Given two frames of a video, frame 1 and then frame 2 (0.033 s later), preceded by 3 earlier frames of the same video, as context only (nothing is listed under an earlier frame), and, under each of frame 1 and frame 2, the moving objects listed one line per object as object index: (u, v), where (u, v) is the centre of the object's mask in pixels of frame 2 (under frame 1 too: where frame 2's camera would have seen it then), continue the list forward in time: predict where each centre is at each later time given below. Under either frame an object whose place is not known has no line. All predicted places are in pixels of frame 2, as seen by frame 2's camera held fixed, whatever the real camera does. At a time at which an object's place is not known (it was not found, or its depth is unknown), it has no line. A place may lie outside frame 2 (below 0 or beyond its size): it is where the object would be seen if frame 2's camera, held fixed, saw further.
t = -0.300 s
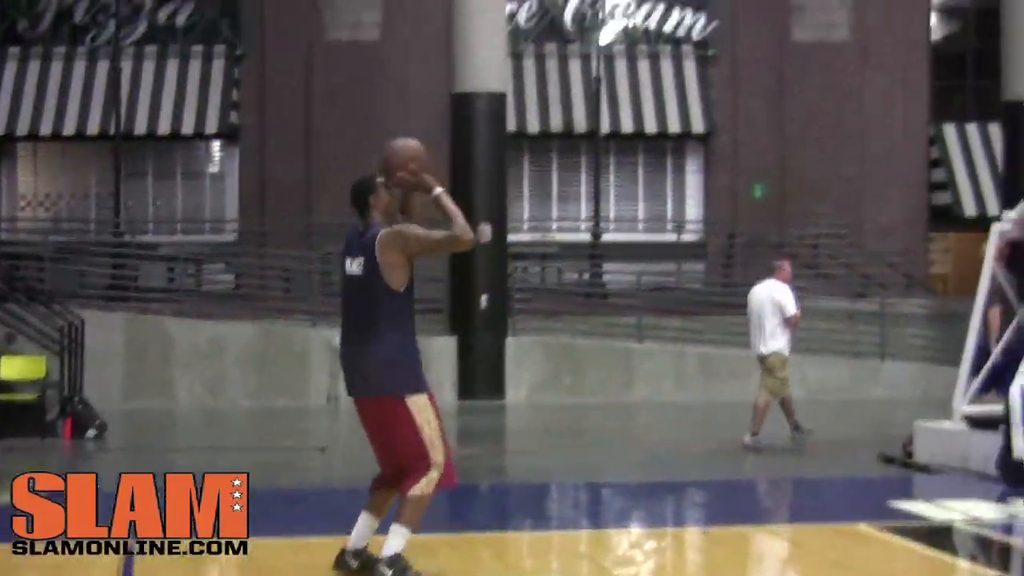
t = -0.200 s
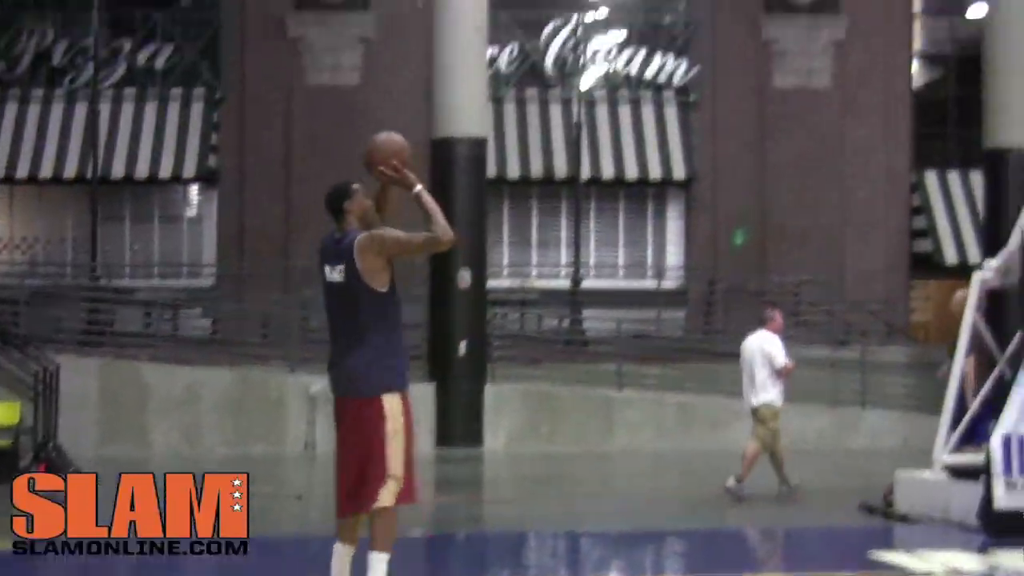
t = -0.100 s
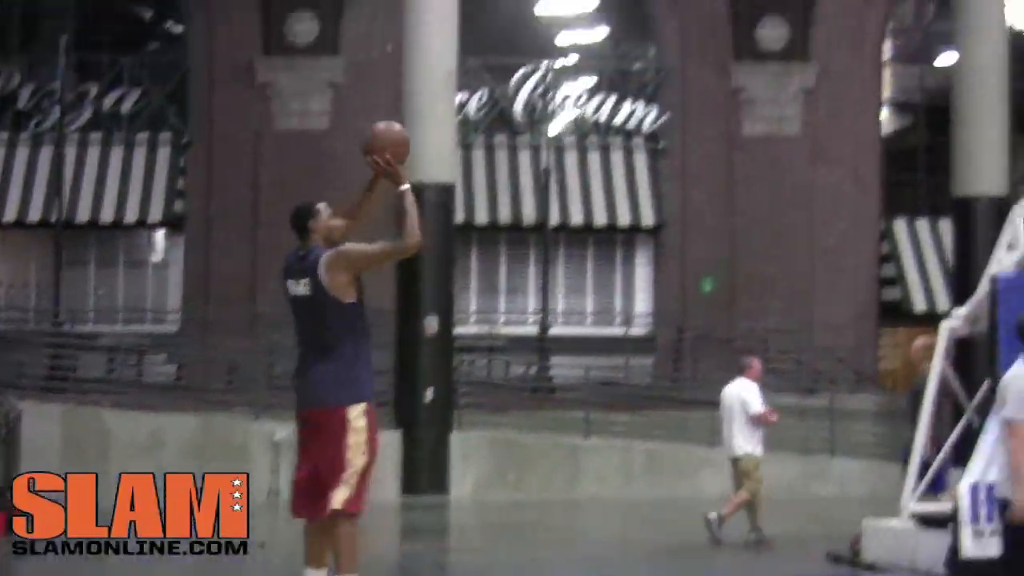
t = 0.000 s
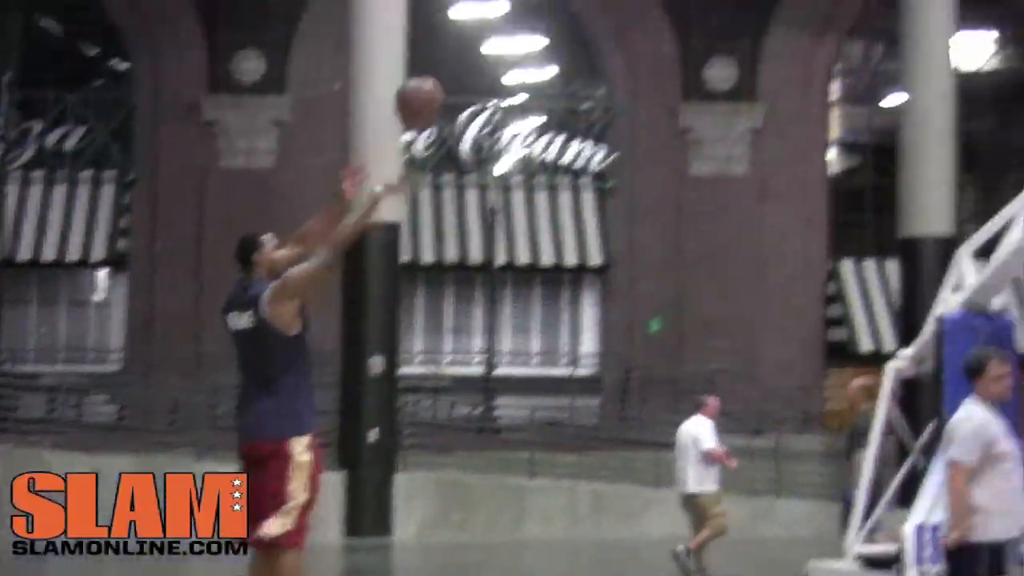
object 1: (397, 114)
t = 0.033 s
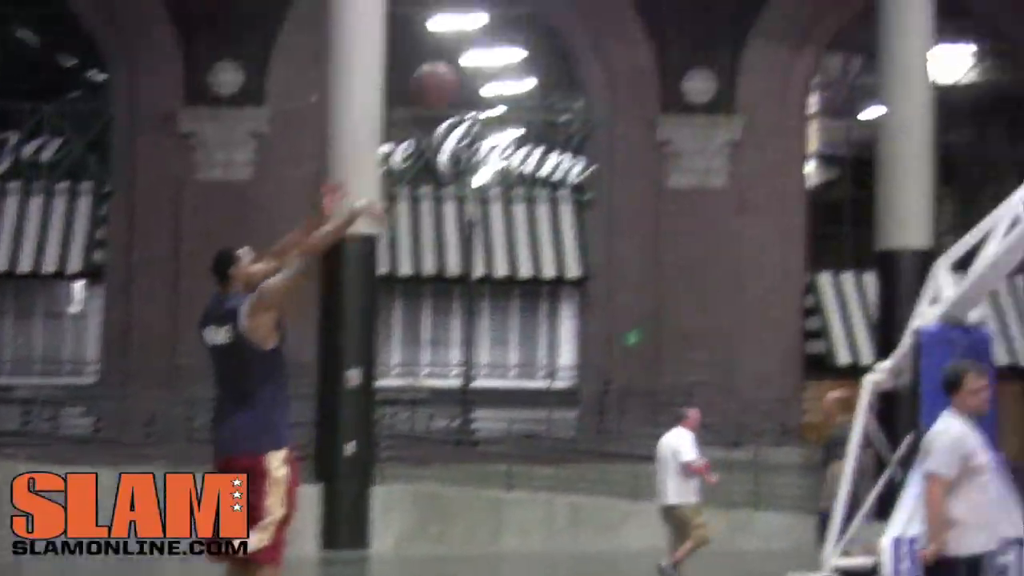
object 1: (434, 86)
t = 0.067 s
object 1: (465, 71)
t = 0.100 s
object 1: (508, 35)
